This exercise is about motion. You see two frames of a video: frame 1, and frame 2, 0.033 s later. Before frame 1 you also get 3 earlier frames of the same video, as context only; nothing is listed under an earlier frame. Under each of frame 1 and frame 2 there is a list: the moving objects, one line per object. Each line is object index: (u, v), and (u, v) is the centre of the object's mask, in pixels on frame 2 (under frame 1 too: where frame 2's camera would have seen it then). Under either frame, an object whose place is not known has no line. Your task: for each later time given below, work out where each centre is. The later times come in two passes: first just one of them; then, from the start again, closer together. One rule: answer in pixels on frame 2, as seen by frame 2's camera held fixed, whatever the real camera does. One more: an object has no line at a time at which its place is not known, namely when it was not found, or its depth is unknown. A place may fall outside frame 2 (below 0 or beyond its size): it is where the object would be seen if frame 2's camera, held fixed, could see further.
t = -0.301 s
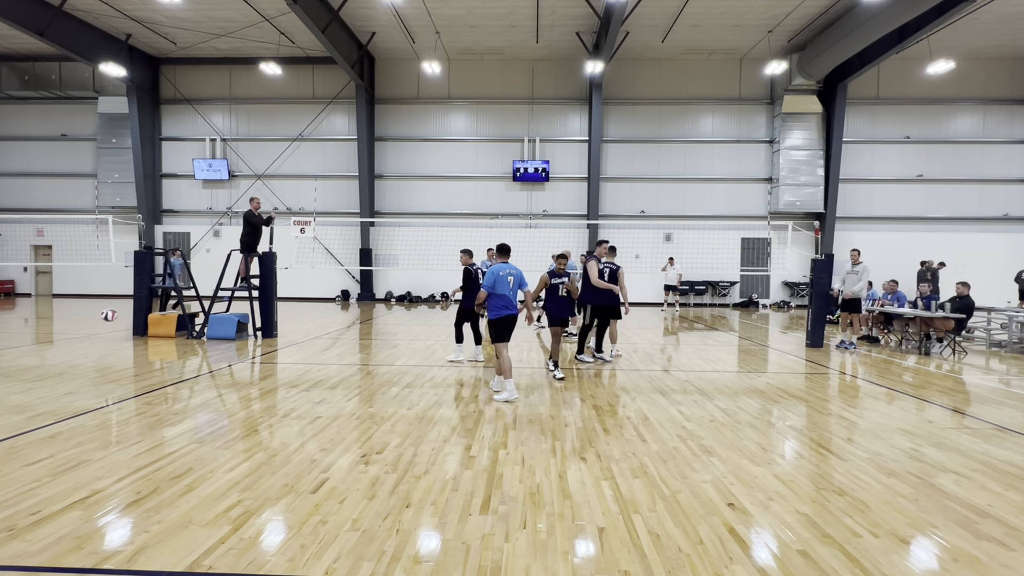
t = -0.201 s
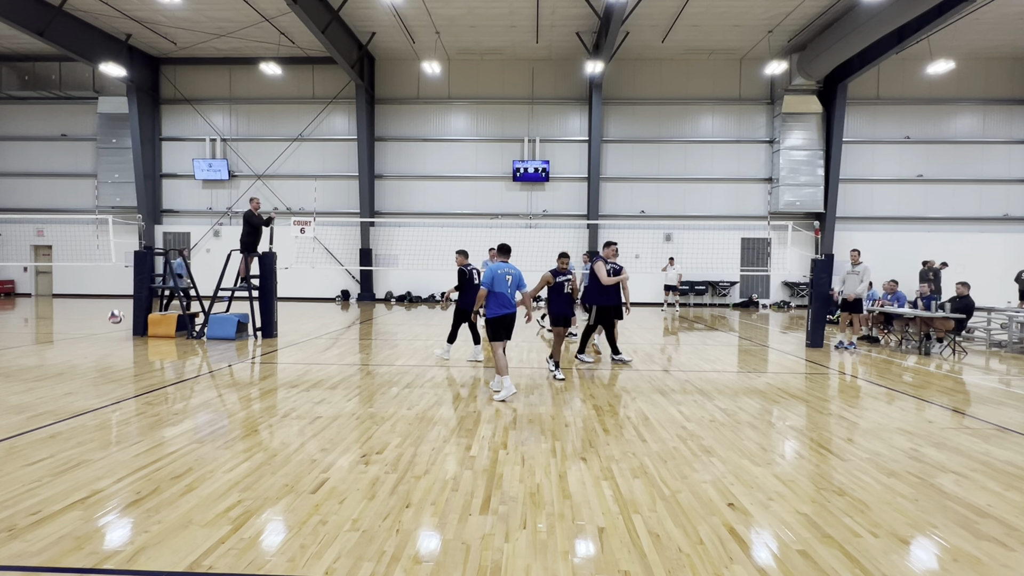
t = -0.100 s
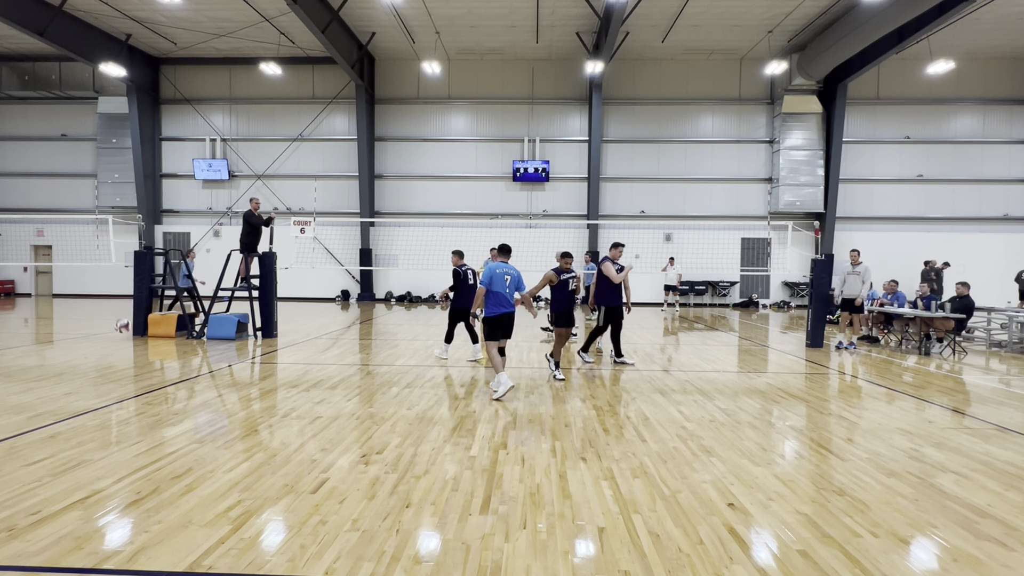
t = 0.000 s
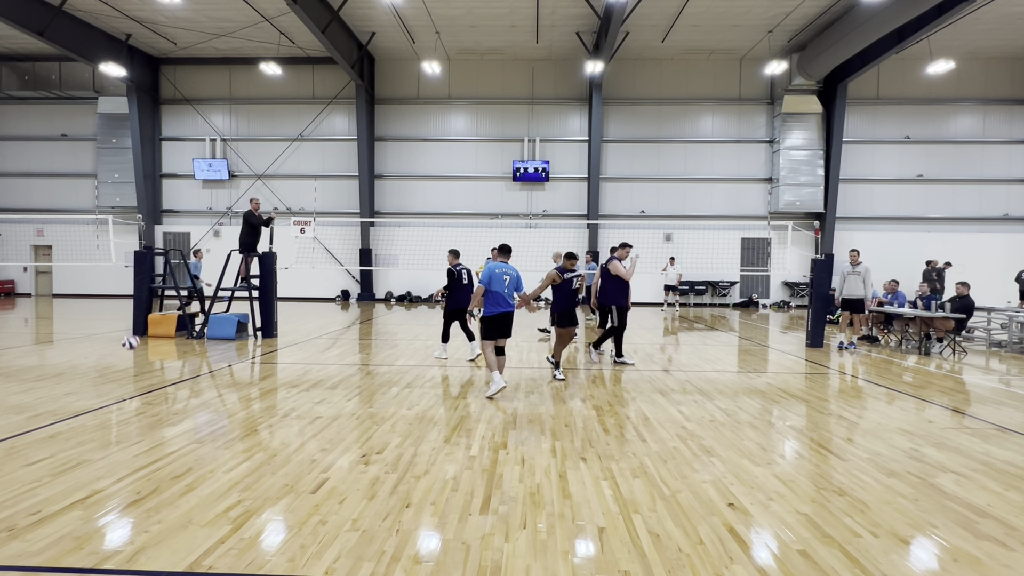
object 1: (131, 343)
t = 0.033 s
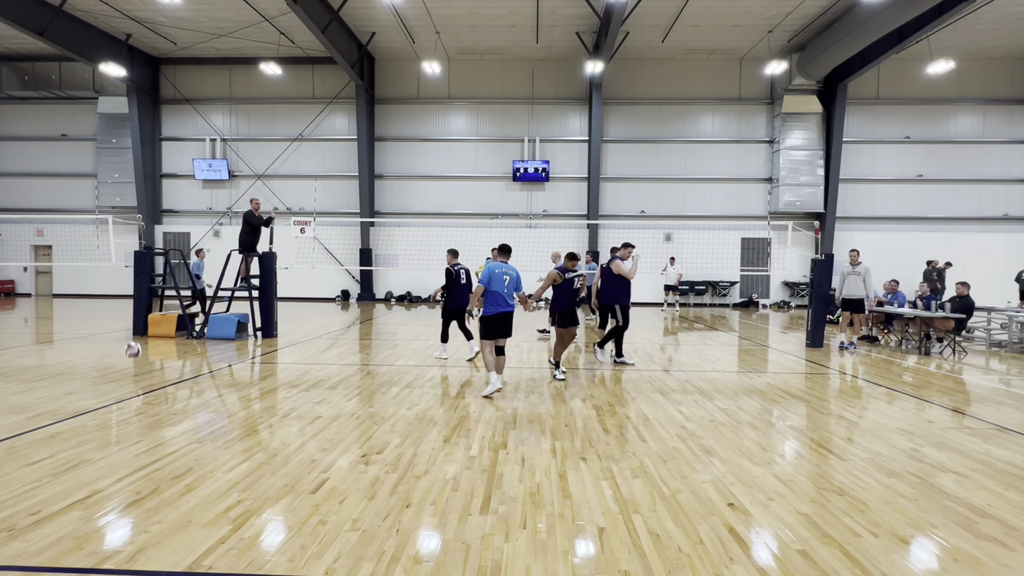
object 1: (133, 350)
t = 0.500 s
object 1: (182, 359)
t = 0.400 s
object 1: (170, 350)
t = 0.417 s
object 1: (172, 351)
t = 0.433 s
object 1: (174, 352)
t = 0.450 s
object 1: (176, 353)
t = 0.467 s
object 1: (178, 355)
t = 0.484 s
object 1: (180, 357)
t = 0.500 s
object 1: (182, 359)
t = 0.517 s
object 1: (184, 362)
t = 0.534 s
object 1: (187, 365)
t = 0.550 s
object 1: (189, 368)
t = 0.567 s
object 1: (191, 372)
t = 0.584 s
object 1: (194, 376)
